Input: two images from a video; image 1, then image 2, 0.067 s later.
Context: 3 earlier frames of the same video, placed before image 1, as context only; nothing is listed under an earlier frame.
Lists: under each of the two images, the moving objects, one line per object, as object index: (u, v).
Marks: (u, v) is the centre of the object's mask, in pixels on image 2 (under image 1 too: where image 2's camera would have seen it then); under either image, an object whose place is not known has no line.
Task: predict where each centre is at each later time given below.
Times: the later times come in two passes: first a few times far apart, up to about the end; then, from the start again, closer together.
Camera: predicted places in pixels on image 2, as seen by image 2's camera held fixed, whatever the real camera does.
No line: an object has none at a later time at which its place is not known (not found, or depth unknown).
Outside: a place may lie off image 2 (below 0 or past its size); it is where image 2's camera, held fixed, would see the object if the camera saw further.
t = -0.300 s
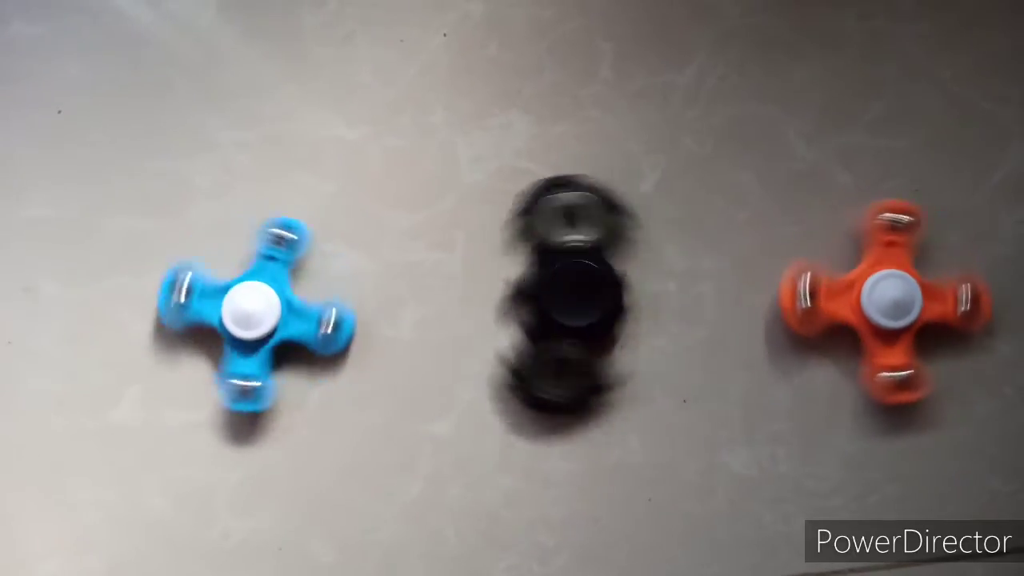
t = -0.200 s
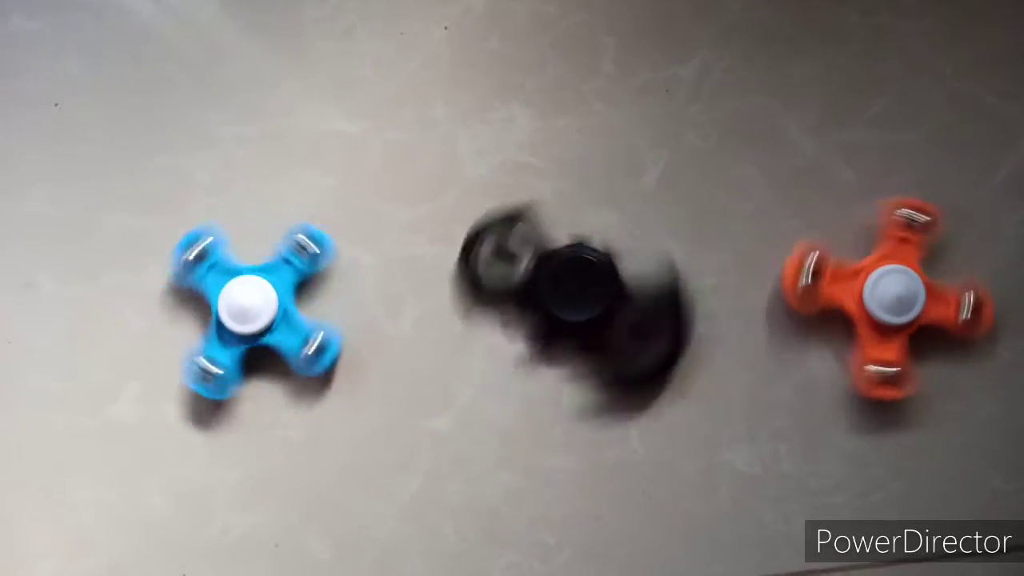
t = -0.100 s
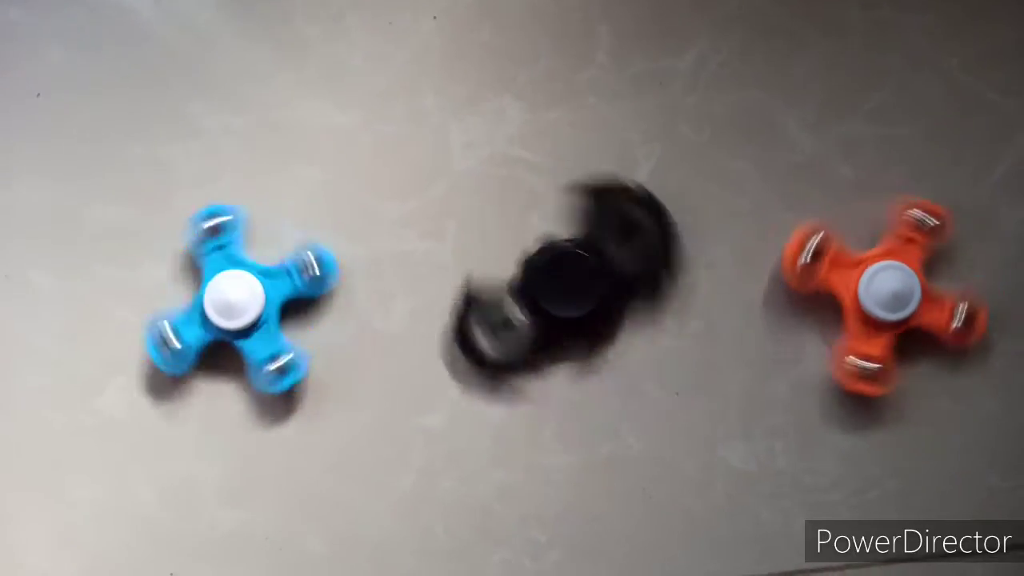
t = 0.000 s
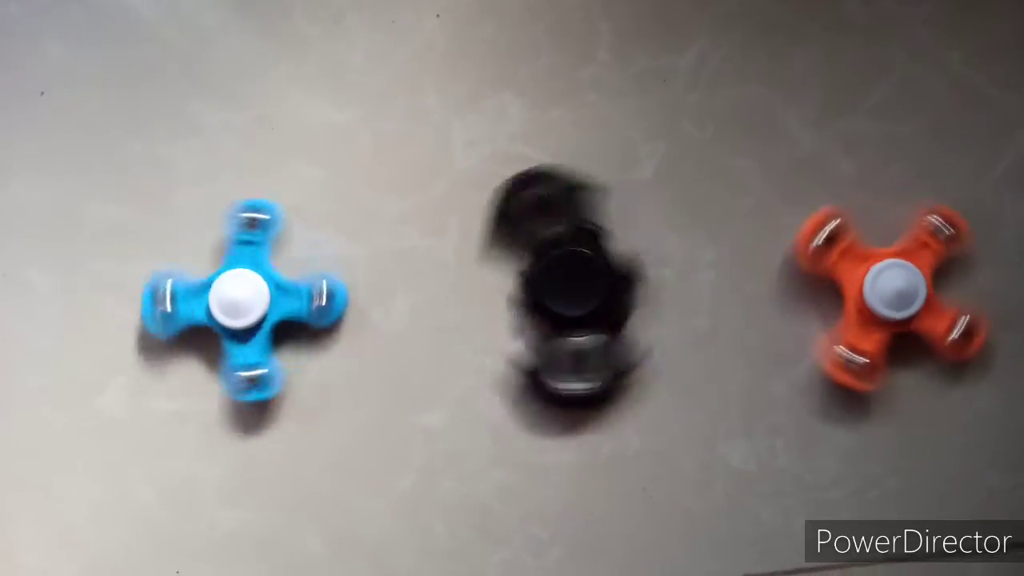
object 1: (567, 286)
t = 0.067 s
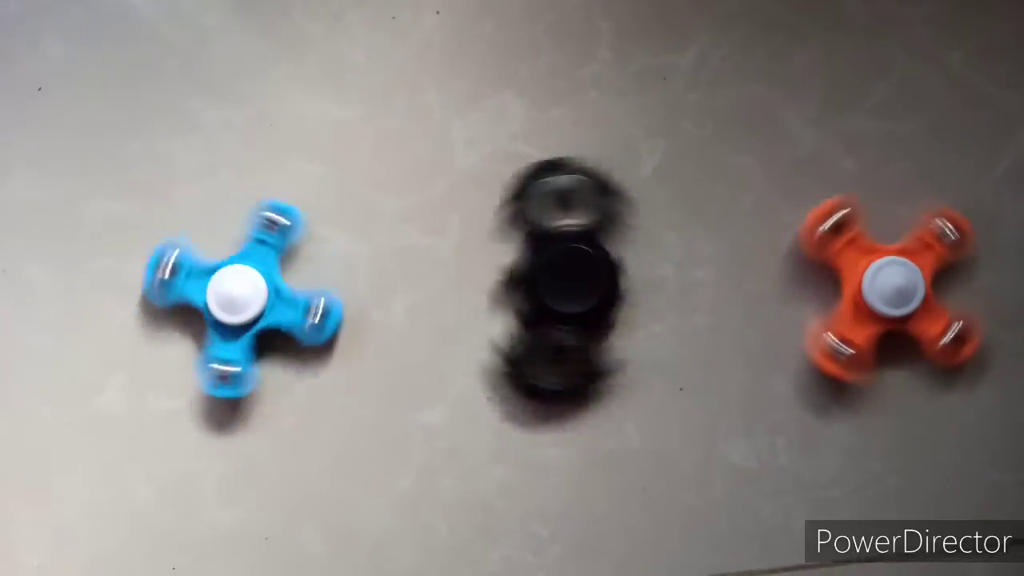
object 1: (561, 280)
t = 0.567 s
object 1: (563, 278)
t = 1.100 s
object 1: (573, 291)
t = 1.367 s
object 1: (566, 289)
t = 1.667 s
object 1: (573, 293)
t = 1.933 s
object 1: (563, 292)
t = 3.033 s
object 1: (568, 290)
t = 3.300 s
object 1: (565, 290)
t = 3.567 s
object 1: (564, 290)
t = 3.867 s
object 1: (576, 280)
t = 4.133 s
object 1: (576, 279)
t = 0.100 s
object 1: (578, 284)
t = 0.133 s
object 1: (567, 280)
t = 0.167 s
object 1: (575, 292)
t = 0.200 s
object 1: (568, 275)
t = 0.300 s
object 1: (563, 291)
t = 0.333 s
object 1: (575, 277)
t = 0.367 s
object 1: (564, 287)
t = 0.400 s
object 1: (578, 285)
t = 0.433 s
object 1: (562, 285)
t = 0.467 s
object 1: (581, 283)
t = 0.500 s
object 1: (565, 282)
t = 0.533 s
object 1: (576, 292)
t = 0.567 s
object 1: (563, 278)
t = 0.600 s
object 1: (574, 288)
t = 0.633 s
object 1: (568, 279)
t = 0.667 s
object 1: (568, 293)
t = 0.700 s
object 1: (571, 275)
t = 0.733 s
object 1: (567, 288)
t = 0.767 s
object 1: (575, 284)
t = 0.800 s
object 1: (561, 295)
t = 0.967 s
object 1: (580, 289)
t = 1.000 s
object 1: (565, 286)
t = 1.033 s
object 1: (575, 296)
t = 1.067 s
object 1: (563, 281)
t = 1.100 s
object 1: (573, 291)
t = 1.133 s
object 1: (568, 281)
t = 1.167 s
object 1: (568, 296)
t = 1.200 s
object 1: (570, 279)
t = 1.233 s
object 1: (568, 290)
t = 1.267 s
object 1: (574, 284)
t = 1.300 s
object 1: (562, 293)
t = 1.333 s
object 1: (576, 280)
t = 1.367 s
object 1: (566, 289)
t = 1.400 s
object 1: (578, 286)
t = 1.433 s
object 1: (561, 286)
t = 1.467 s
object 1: (578, 282)
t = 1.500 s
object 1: (563, 285)
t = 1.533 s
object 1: (576, 289)
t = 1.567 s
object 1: (560, 282)
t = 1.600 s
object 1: (577, 286)
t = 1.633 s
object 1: (565, 281)
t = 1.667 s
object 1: (573, 293)
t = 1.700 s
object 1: (565, 277)
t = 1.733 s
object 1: (573, 288)
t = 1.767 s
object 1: (569, 279)
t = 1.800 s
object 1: (567, 293)
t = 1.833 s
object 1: (569, 276)
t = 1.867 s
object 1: (568, 289)
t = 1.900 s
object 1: (573, 279)
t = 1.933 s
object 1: (563, 292)
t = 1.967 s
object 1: (575, 277)
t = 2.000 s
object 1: (567, 288)
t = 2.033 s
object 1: (576, 282)
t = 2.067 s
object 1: (562, 288)
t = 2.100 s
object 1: (577, 279)
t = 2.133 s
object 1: (564, 286)
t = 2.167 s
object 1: (577, 284)
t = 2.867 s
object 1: (571, 276)
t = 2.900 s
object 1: (574, 289)
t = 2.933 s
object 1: (574, 279)
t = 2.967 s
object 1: (568, 293)
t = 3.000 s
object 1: (570, 277)
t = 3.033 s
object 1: (568, 290)
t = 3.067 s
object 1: (573, 282)
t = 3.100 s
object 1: (564, 294)
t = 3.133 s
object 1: (572, 278)
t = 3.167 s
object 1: (566, 290)
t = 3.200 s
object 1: (573, 281)
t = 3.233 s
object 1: (562, 292)
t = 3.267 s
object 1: (572, 278)
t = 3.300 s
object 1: (565, 290)
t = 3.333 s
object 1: (574, 282)
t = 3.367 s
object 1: (560, 293)
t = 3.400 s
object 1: (572, 278)
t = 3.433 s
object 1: (564, 291)
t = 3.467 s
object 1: (574, 284)
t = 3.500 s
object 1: (561, 293)
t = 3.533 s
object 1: (574, 277)
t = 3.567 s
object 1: (564, 290)
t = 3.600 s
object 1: (575, 284)
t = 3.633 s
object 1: (560, 293)
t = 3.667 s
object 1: (575, 276)
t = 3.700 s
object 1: (564, 289)
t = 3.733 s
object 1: (574, 281)
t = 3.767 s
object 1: (560, 290)
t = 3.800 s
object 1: (575, 274)
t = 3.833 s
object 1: (566, 288)
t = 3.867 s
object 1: (576, 280)
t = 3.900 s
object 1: (561, 290)
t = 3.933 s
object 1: (575, 276)
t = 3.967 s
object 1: (565, 288)
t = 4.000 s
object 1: (576, 280)
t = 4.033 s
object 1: (562, 291)
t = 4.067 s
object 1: (575, 275)
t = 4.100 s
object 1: (567, 289)
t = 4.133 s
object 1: (576, 279)
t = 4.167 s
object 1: (564, 291)
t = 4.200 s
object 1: (574, 274)
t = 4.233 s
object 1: (566, 291)
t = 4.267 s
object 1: (571, 280)
